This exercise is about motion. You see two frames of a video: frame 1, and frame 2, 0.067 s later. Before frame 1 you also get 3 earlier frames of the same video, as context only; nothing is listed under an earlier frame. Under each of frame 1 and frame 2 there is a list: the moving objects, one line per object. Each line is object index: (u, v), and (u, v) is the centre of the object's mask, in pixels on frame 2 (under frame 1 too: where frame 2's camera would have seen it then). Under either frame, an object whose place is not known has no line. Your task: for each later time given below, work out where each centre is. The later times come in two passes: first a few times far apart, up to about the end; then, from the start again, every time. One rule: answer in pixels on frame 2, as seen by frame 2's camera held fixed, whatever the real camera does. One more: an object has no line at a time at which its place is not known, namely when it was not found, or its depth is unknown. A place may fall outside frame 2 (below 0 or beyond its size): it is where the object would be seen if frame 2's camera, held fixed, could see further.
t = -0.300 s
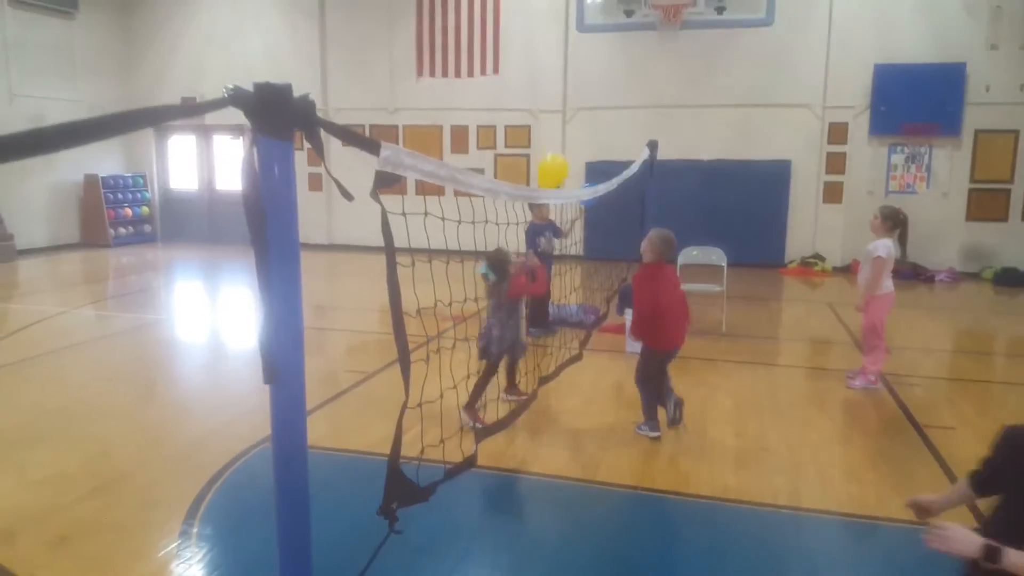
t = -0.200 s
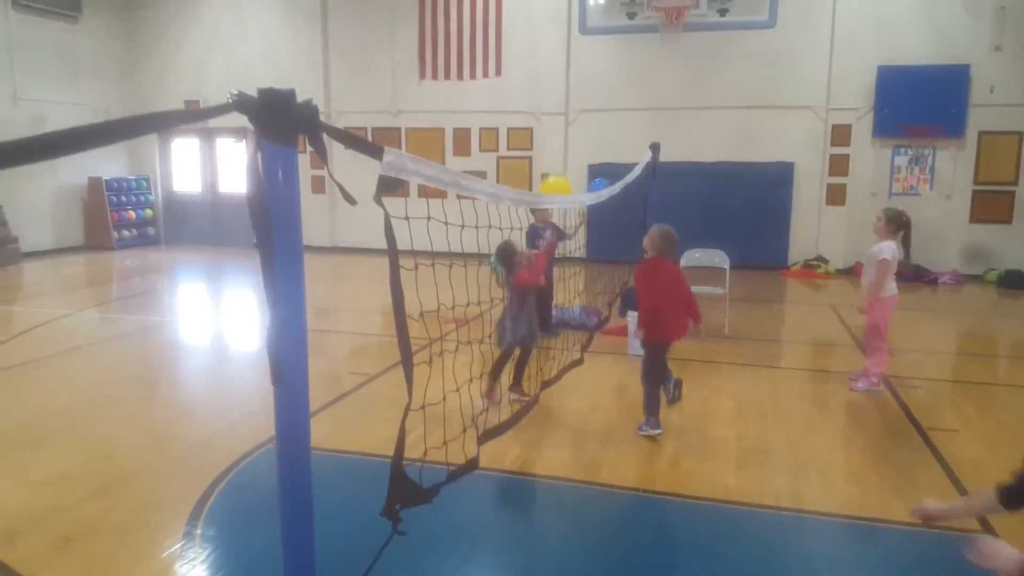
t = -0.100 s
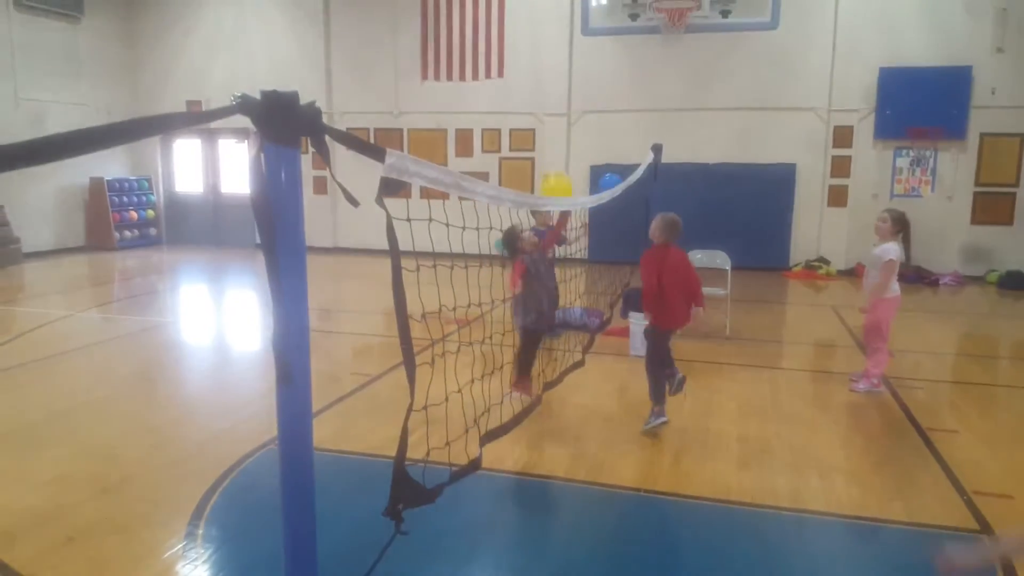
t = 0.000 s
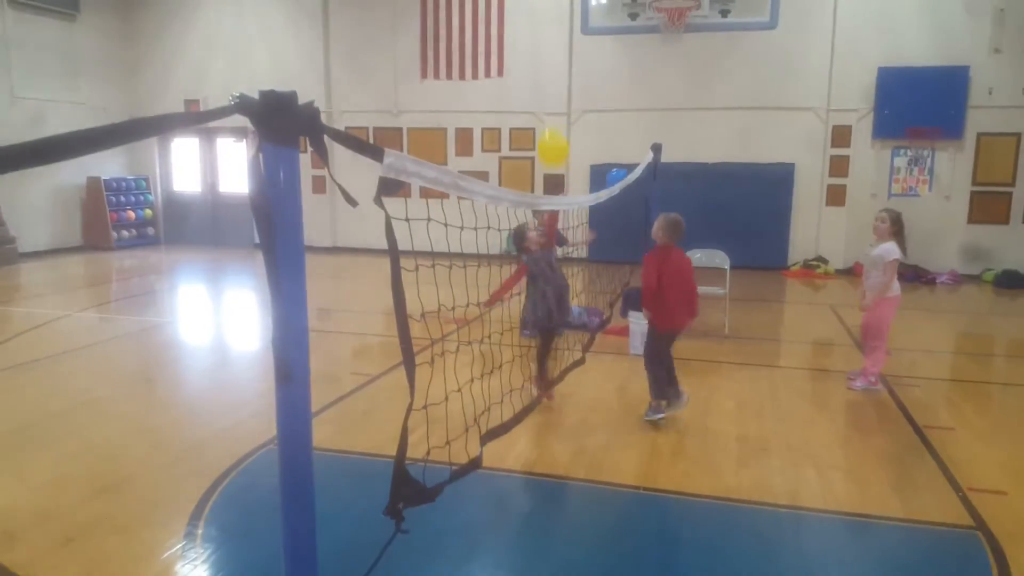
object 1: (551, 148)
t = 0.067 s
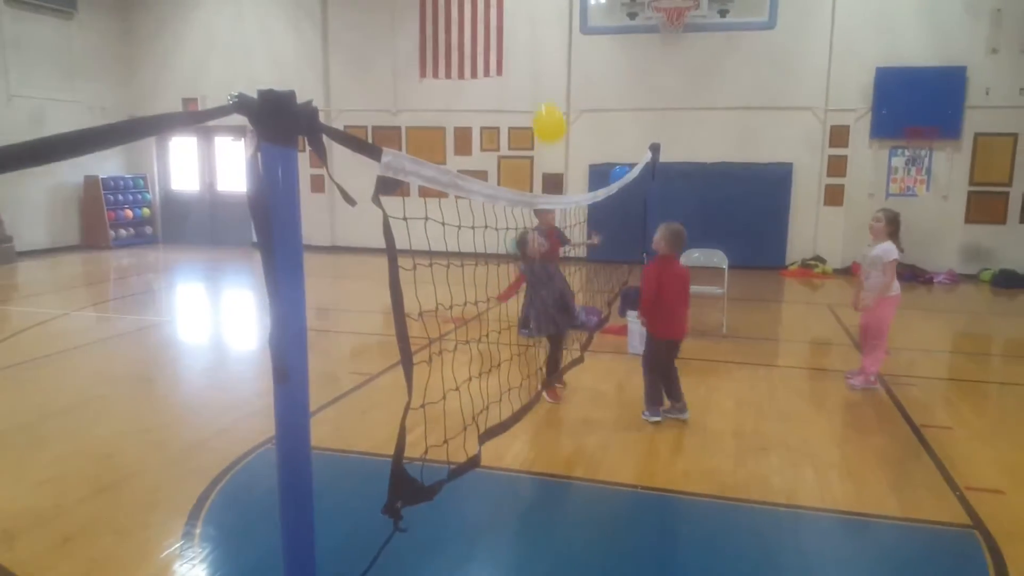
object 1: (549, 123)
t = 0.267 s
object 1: (547, 84)
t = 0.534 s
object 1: (548, 78)
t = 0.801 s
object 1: (545, 96)
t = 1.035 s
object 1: (542, 128)
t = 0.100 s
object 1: (548, 114)
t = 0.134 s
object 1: (548, 105)
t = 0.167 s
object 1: (547, 99)
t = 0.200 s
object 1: (547, 93)
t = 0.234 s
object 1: (547, 89)
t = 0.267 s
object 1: (547, 84)
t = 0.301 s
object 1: (547, 81)
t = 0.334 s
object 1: (548, 79)
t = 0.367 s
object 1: (548, 77)
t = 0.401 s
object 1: (549, 77)
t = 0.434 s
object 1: (549, 76)
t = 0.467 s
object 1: (548, 77)
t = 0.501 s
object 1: (548, 77)
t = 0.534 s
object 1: (548, 78)
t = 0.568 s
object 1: (548, 79)
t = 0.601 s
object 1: (547, 80)
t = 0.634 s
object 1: (546, 82)
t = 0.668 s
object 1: (546, 84)
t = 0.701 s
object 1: (546, 86)
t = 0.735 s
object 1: (546, 89)
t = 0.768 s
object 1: (546, 92)
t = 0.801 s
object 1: (545, 96)
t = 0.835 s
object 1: (545, 99)
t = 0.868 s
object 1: (545, 103)
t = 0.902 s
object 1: (544, 108)
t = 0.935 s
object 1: (544, 112)
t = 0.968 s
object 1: (543, 117)
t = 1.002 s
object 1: (543, 122)
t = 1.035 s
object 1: (542, 128)
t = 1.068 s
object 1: (541, 133)
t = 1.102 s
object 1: (541, 139)
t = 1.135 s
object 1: (539, 145)
